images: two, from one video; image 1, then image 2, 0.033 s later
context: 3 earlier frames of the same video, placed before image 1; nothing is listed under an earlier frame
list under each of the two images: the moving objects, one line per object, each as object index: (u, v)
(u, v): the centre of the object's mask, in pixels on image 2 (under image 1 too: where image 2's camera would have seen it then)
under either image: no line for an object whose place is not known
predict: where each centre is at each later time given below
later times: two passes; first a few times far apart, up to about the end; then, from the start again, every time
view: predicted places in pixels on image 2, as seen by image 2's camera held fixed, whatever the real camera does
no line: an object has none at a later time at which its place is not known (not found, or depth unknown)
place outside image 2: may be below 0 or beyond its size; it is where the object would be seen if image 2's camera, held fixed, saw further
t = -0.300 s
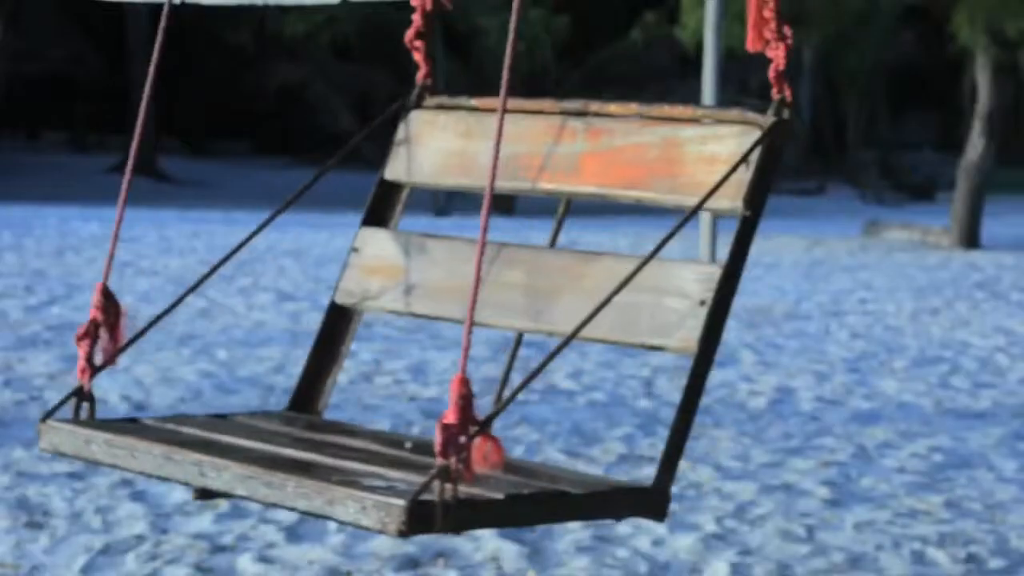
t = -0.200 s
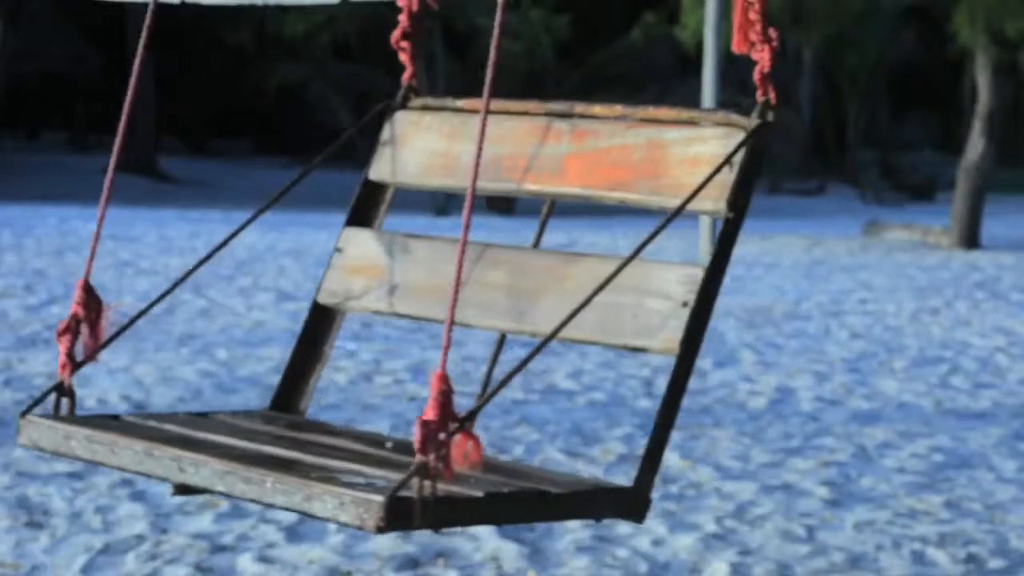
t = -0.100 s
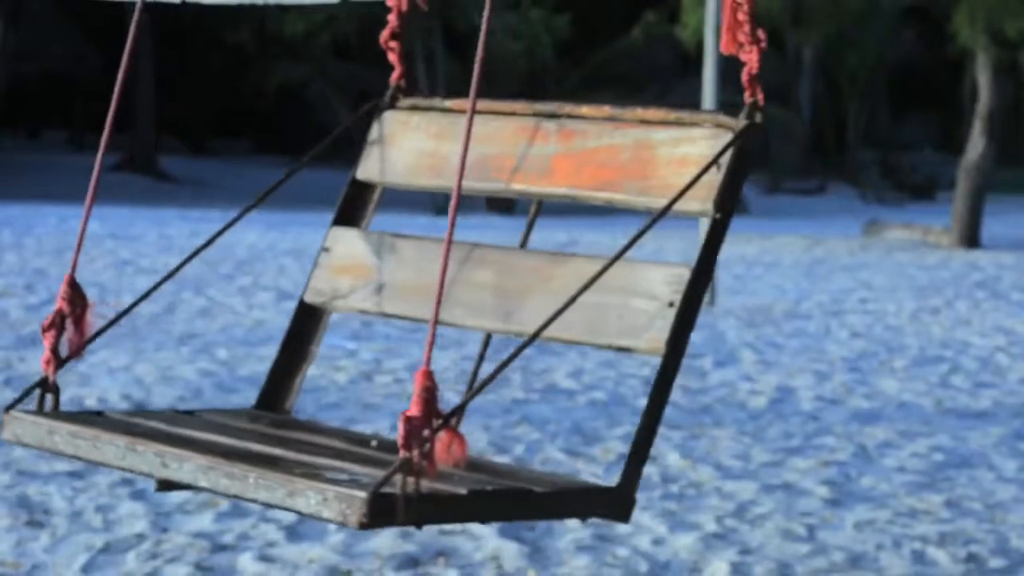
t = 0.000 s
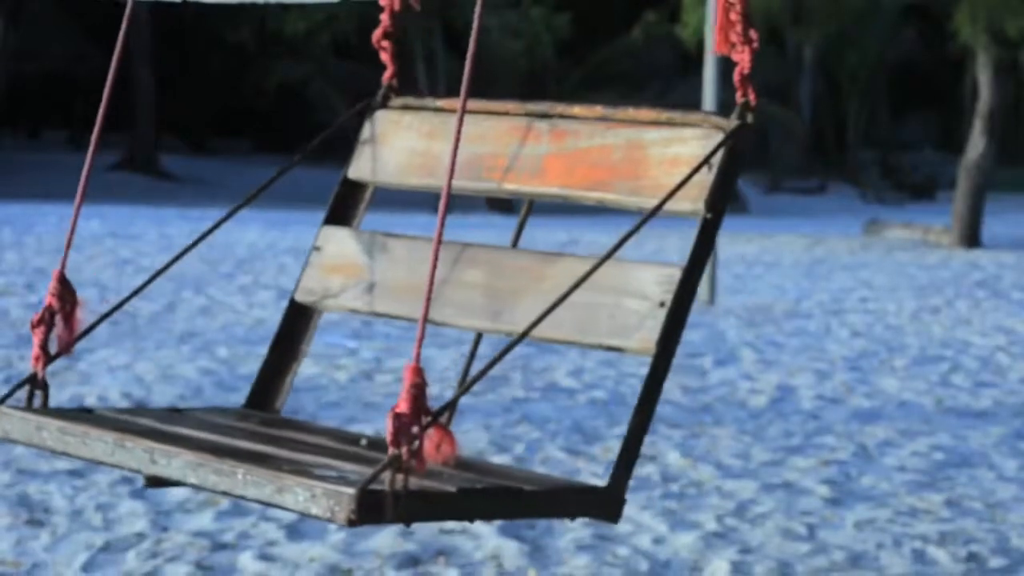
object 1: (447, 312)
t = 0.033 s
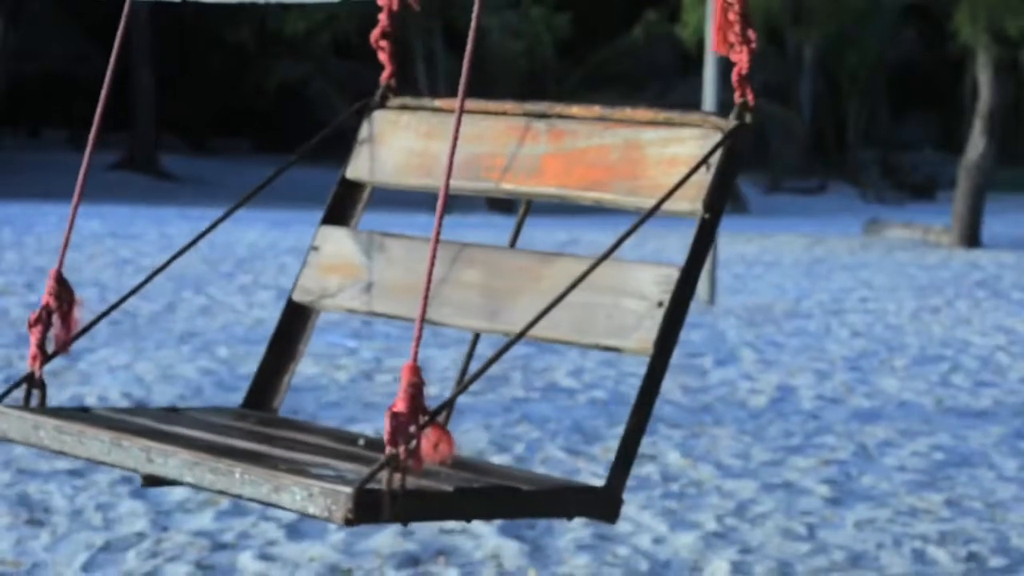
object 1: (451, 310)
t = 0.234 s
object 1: (449, 310)
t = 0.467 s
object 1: (469, 312)
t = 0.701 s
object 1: (503, 316)
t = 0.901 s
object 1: (542, 317)
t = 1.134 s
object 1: (590, 314)
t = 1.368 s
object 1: (621, 311)
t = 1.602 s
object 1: (625, 310)
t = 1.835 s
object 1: (605, 311)
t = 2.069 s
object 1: (562, 314)
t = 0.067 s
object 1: (449, 310)
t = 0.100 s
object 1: (448, 309)
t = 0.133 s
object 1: (448, 310)
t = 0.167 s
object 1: (448, 310)
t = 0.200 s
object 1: (448, 310)
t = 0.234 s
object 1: (449, 310)
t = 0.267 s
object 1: (451, 310)
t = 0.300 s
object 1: (452, 311)
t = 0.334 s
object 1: (454, 311)
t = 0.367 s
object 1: (457, 311)
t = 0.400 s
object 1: (460, 311)
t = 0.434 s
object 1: (464, 312)
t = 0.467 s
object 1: (469, 312)
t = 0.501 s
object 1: (473, 312)
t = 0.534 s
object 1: (479, 313)
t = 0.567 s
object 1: (484, 313)
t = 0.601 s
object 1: (484, 315)
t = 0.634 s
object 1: (490, 315)
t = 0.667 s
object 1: (497, 315)
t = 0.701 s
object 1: (503, 316)
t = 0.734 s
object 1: (508, 316)
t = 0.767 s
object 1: (515, 317)
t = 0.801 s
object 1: (522, 317)
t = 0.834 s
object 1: (529, 317)
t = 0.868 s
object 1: (535, 317)
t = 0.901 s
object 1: (542, 317)
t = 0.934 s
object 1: (549, 317)
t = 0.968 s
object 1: (557, 317)
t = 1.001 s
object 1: (564, 317)
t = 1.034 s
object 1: (571, 316)
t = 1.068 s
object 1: (578, 316)
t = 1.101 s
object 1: (586, 315)
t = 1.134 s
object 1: (590, 314)
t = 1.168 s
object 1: (597, 315)
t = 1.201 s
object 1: (601, 313)
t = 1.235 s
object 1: (606, 312)
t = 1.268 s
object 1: (611, 311)
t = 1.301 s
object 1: (615, 312)
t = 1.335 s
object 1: (605, 309)
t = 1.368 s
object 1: (621, 311)
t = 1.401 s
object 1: (623, 310)
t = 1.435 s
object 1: (625, 311)
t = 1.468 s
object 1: (626, 310)
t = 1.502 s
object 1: (627, 310)
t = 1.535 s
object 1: (627, 310)
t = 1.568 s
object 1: (626, 309)
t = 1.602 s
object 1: (625, 310)
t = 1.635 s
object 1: (610, 309)
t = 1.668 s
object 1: (622, 308)
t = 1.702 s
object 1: (620, 308)
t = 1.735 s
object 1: (617, 309)
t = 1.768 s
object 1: (613, 310)
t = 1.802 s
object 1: (609, 309)
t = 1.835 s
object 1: (605, 311)
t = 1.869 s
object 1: (599, 309)
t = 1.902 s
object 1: (594, 310)
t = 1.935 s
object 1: (588, 311)
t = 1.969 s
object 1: (583, 311)
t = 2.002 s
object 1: (576, 313)
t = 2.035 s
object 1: (569, 312)
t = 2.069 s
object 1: (562, 314)
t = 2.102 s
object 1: (556, 314)
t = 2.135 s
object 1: (547, 314)
